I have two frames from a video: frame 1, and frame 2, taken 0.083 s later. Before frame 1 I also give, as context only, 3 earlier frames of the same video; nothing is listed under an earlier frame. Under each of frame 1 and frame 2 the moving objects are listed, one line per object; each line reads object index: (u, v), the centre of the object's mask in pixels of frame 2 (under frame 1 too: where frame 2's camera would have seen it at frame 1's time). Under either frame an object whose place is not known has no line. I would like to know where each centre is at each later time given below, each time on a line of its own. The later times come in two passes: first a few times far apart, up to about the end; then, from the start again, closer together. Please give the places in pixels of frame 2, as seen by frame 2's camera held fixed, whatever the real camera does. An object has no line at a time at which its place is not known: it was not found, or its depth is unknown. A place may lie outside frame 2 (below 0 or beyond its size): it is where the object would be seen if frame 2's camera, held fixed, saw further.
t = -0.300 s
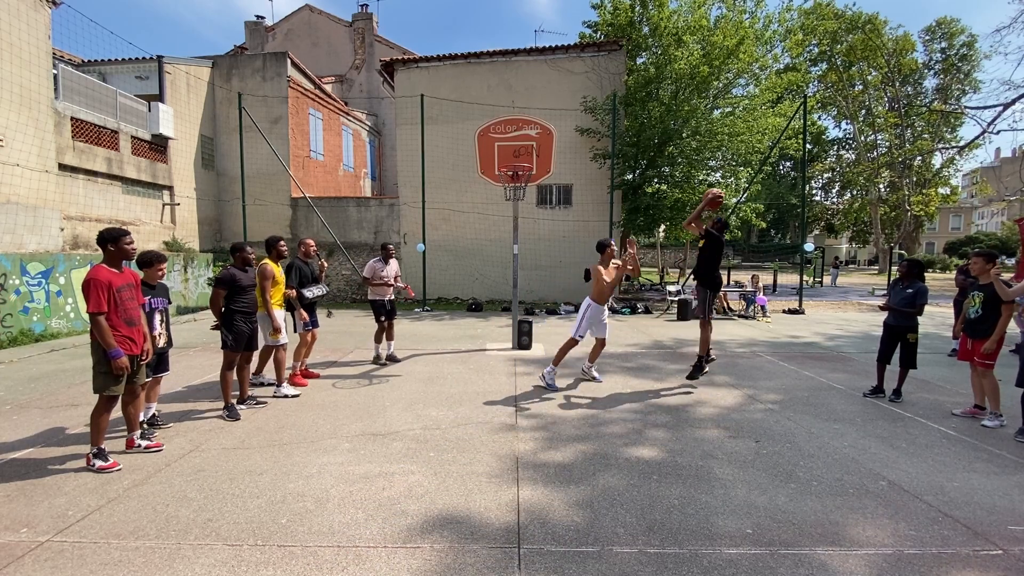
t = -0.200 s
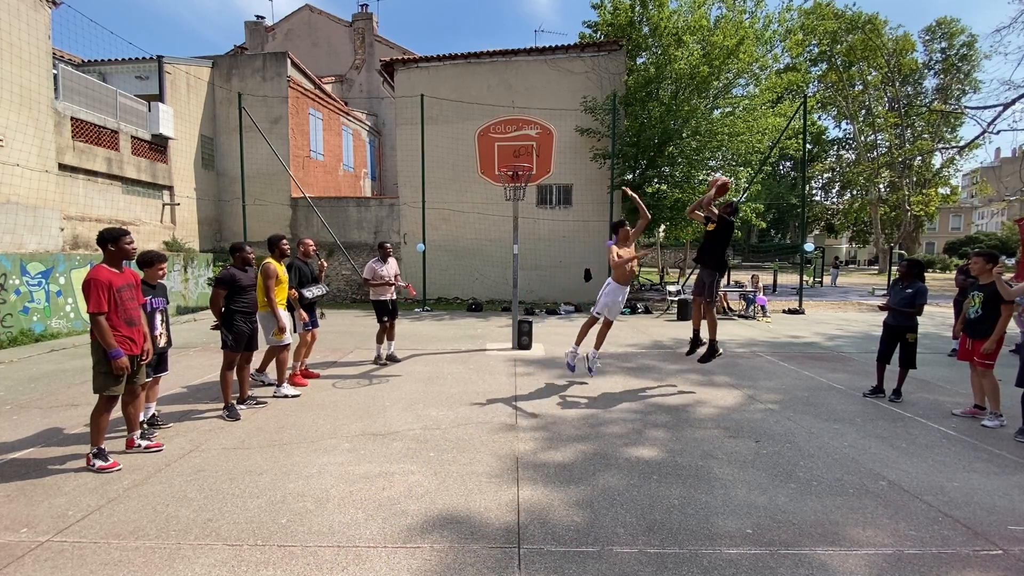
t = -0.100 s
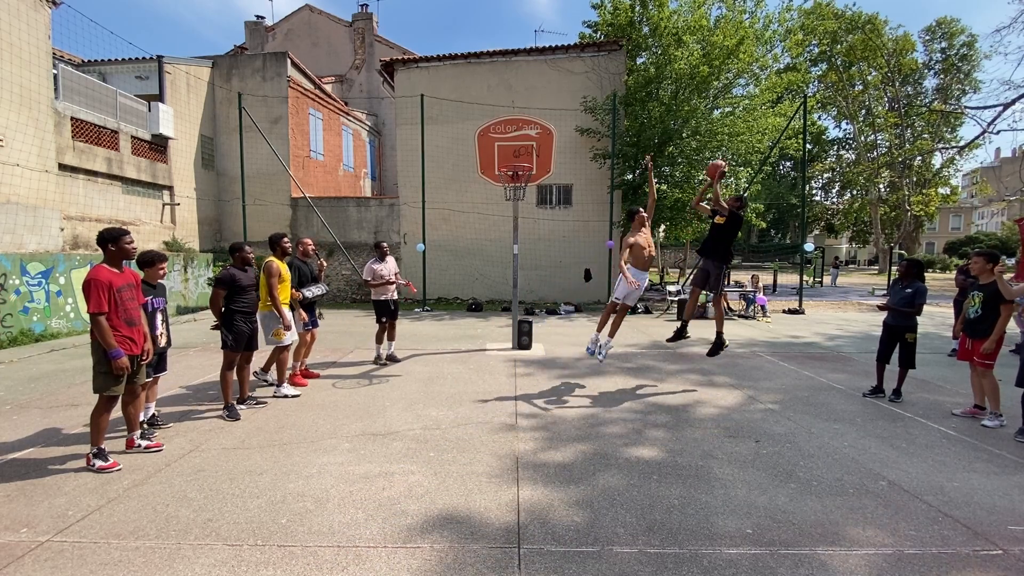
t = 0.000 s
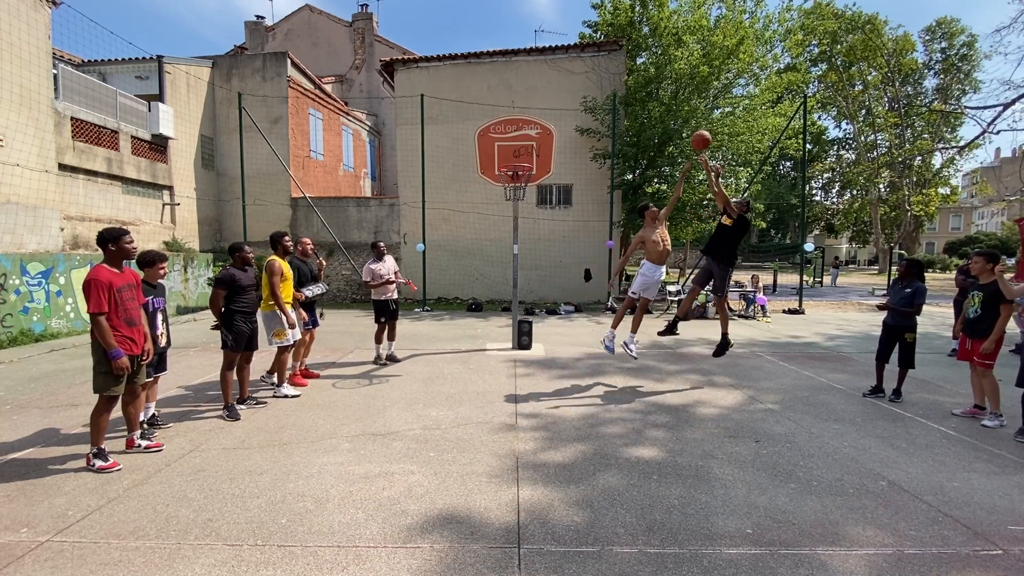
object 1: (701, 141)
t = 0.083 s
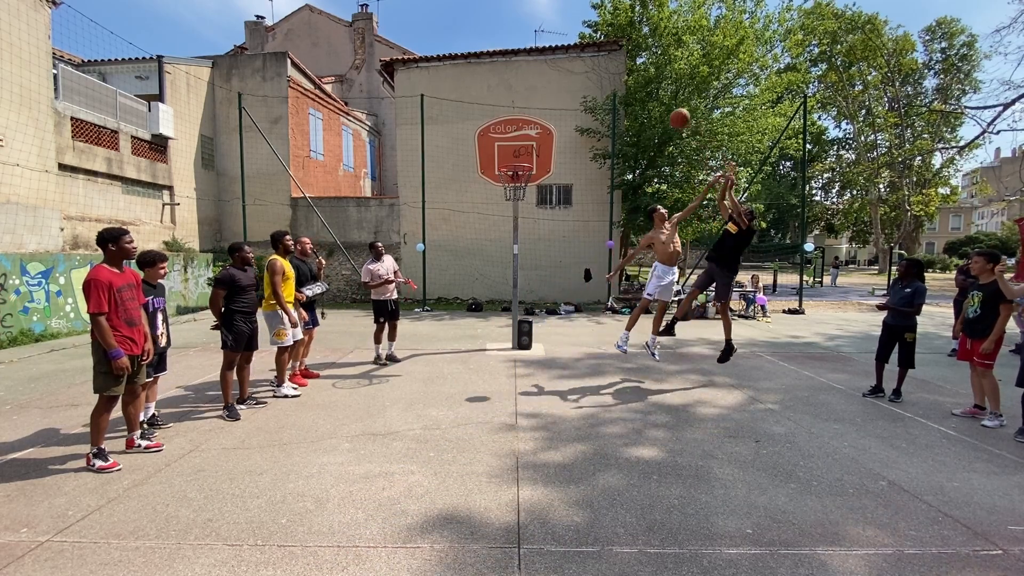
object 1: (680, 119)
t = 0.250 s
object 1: (638, 92)
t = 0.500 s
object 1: (580, 95)
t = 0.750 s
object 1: (528, 142)
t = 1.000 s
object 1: (506, 142)
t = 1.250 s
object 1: (496, 141)
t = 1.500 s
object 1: (484, 196)
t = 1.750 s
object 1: (469, 324)
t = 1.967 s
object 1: (452, 371)
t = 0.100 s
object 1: (675, 115)
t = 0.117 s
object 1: (671, 112)
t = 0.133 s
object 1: (667, 108)
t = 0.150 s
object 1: (663, 105)
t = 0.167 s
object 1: (658, 103)
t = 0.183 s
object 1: (655, 100)
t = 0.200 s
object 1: (650, 98)
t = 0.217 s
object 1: (646, 96)
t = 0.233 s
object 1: (642, 94)
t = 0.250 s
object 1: (638, 92)
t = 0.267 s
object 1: (634, 91)
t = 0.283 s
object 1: (631, 90)
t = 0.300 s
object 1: (627, 89)
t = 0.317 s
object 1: (623, 88)
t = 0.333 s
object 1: (618, 88)
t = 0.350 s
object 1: (615, 88)
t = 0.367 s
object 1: (611, 88)
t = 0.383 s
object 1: (607, 88)
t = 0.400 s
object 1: (603, 88)
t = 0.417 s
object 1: (599, 89)
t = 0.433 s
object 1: (595, 89)
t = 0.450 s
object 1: (592, 91)
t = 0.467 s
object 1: (588, 92)
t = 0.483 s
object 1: (584, 93)
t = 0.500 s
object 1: (580, 95)
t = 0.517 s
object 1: (577, 97)
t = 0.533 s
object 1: (573, 99)
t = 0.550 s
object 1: (569, 101)
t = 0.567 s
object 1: (565, 103)
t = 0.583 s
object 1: (562, 106)
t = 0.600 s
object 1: (558, 108)
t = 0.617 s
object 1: (555, 111)
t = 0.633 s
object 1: (551, 114)
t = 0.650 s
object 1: (548, 118)
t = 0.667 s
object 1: (544, 121)
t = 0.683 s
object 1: (541, 125)
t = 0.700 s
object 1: (538, 129)
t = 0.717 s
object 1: (534, 133)
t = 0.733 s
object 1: (531, 136)
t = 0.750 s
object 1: (528, 142)
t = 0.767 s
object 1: (525, 145)
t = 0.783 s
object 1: (522, 149)
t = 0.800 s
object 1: (520, 150)
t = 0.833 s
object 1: (514, 156)
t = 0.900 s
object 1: (510, 155)
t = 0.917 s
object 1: (510, 153)
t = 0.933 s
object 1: (509, 150)
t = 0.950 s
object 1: (508, 148)
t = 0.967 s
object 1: (507, 146)
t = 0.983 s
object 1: (507, 145)
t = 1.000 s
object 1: (506, 142)
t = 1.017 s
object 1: (505, 141)
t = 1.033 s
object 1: (505, 140)
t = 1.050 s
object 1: (504, 138)
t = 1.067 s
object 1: (504, 137)
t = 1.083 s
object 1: (503, 136)
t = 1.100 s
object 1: (502, 136)
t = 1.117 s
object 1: (502, 136)
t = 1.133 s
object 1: (501, 136)
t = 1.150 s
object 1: (501, 135)
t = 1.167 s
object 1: (500, 136)
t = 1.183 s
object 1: (499, 136)
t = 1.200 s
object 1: (499, 137)
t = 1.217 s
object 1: (498, 138)
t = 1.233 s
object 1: (497, 139)
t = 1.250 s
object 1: (496, 141)
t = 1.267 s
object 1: (496, 143)
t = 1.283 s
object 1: (495, 144)
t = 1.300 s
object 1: (495, 147)
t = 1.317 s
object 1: (494, 149)
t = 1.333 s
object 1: (493, 152)
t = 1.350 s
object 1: (493, 155)
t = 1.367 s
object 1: (492, 158)
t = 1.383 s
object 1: (491, 162)
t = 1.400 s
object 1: (490, 166)
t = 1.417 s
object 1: (489, 170)
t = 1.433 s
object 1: (488, 175)
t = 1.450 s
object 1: (487, 180)
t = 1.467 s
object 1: (486, 185)
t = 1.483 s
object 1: (485, 190)
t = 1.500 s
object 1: (484, 196)
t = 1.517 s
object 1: (483, 202)
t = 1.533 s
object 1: (483, 209)
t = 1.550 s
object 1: (482, 215)
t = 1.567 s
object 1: (481, 223)
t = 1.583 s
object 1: (480, 230)
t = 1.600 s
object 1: (479, 238)
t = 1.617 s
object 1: (478, 246)
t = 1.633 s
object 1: (477, 254)
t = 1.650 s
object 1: (476, 263)
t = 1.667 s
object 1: (475, 272)
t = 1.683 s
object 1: (474, 282)
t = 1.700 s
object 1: (473, 292)
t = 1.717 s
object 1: (472, 302)
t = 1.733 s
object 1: (470, 313)
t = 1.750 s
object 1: (469, 324)
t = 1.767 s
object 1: (468, 336)
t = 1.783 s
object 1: (467, 348)
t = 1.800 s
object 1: (465, 360)
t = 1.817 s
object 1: (464, 373)
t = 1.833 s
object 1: (463, 387)
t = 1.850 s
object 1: (462, 401)
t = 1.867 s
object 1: (460, 415)
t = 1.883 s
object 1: (459, 418)
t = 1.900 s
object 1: (458, 408)
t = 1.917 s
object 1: (456, 398)
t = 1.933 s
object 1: (455, 389)
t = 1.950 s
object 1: (453, 380)
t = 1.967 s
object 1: (452, 371)
